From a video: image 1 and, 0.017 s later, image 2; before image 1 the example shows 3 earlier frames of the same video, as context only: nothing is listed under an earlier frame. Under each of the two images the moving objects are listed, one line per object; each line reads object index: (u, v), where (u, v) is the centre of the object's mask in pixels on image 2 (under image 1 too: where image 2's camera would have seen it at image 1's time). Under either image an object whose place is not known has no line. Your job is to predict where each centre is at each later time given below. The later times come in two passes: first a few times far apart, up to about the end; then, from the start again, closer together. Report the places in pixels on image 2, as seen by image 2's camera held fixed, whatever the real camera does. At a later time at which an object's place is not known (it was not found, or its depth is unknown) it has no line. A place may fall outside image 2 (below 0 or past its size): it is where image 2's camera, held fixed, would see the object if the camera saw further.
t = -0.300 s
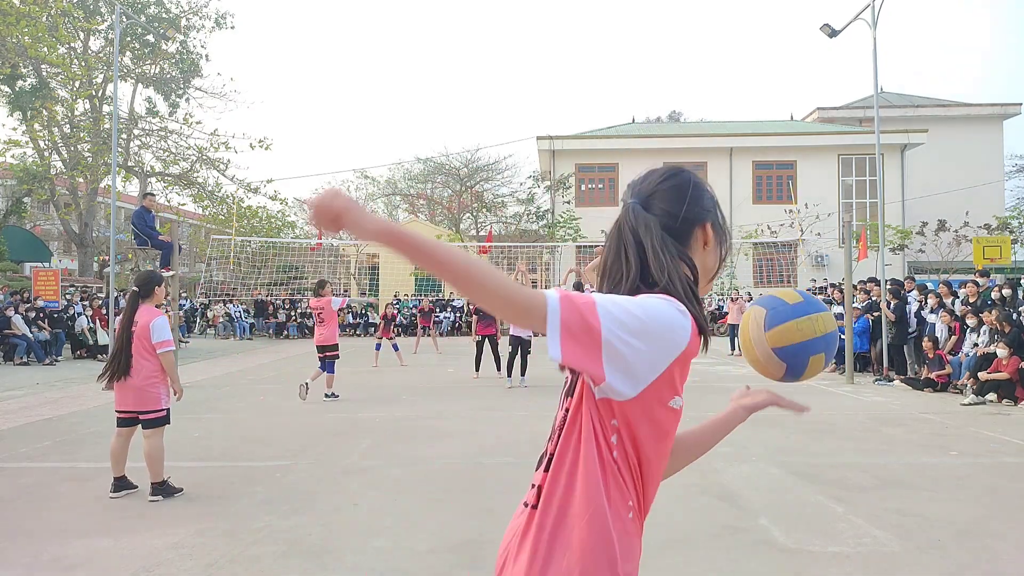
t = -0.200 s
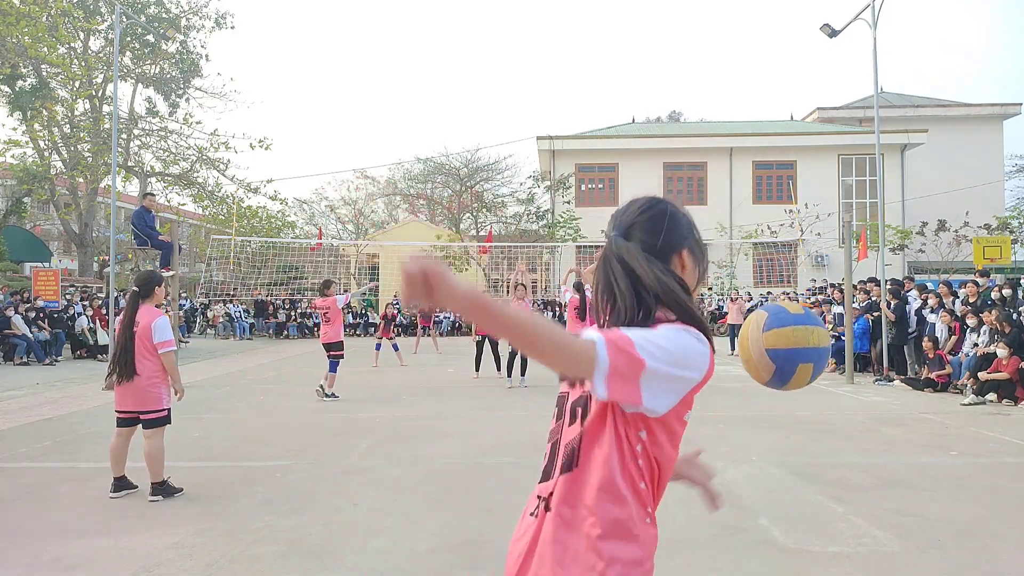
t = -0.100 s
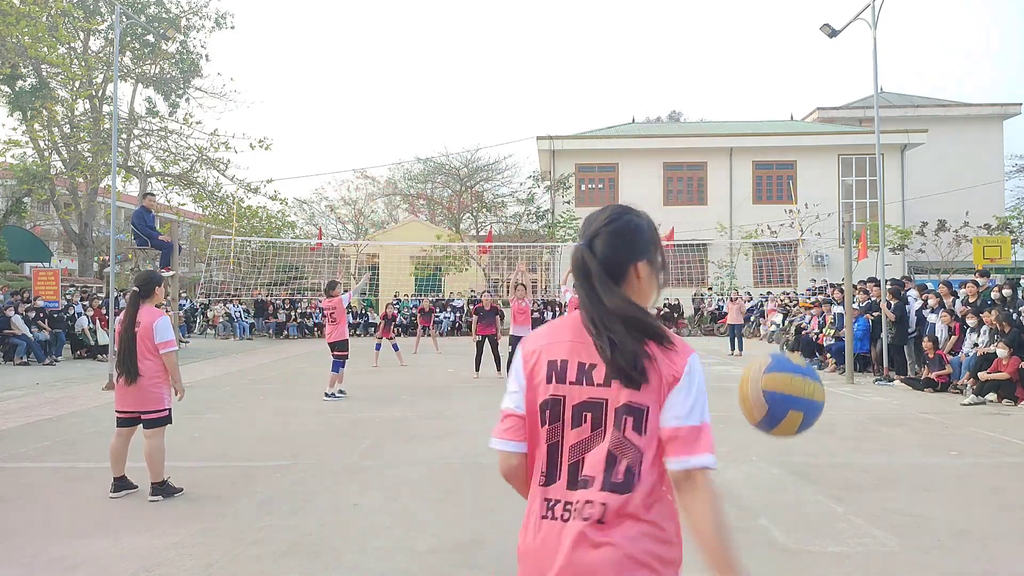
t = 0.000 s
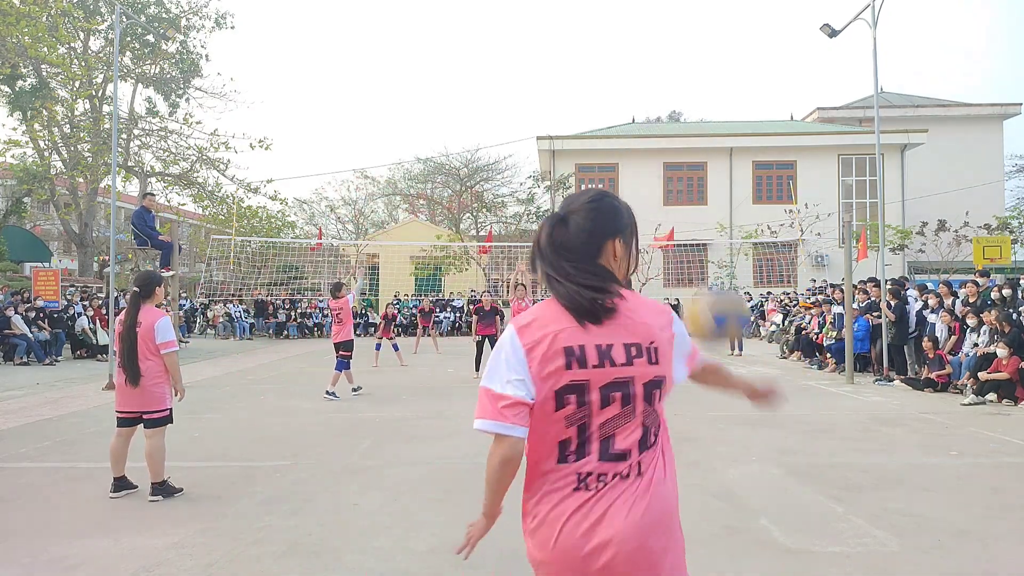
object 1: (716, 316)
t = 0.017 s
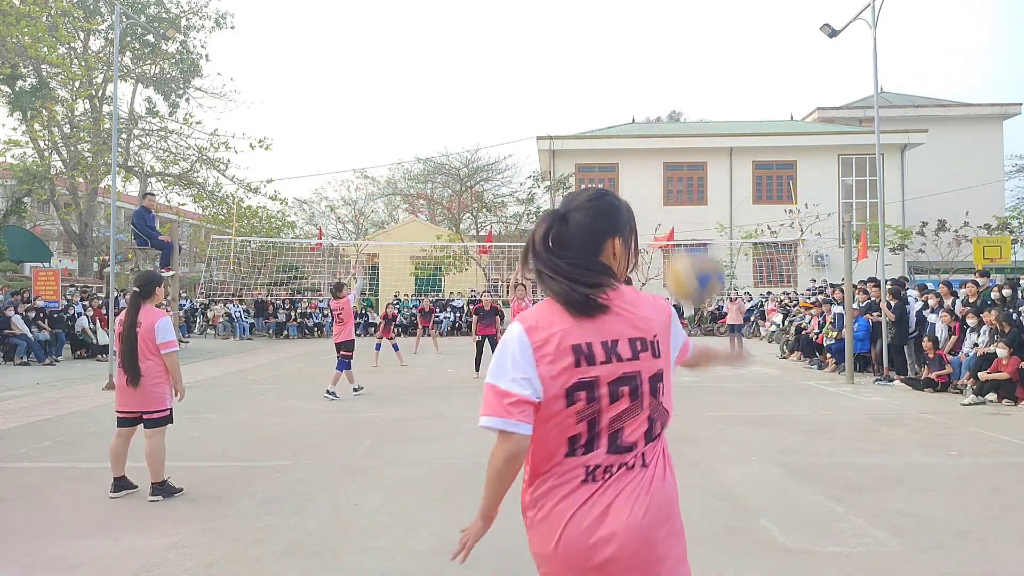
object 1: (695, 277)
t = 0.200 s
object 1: (572, 81)
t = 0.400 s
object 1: (523, 36)
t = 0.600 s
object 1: (498, 43)
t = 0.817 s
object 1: (478, 79)
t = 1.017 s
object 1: (466, 125)
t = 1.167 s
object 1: (460, 164)
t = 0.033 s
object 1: (678, 243)
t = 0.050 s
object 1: (661, 216)
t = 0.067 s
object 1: (646, 190)
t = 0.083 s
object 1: (633, 170)
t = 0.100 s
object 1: (622, 152)
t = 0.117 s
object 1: (613, 137)
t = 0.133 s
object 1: (603, 123)
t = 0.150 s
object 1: (594, 110)
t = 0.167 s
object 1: (586, 99)
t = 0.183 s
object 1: (579, 90)
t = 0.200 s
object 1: (572, 81)
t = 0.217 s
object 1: (566, 74)
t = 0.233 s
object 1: (560, 68)
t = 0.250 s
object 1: (555, 62)
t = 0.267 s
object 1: (551, 57)
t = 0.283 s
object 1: (546, 53)
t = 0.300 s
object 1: (542, 49)
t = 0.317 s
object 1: (538, 46)
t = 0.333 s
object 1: (535, 43)
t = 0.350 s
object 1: (532, 41)
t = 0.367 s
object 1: (529, 39)
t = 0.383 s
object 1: (526, 38)
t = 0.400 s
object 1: (523, 36)
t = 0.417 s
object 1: (520, 35)
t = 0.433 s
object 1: (518, 35)
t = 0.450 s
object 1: (516, 35)
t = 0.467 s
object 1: (513, 35)
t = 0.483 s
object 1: (511, 35)
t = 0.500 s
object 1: (509, 36)
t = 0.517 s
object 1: (507, 36)
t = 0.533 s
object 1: (505, 37)
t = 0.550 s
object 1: (503, 39)
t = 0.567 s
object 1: (501, 40)
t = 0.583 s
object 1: (500, 41)
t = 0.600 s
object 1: (498, 43)
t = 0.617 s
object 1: (496, 45)
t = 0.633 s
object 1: (494, 47)
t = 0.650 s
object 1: (493, 49)
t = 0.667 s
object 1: (491, 51)
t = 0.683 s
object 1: (490, 54)
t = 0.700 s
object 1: (488, 57)
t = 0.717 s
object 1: (486, 59)
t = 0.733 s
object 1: (485, 62)
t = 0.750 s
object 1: (484, 65)
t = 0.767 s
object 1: (482, 68)
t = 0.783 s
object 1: (481, 72)
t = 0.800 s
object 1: (479, 75)
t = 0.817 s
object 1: (478, 79)
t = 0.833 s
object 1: (477, 82)
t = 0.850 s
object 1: (476, 86)
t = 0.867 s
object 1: (475, 90)
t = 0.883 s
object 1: (473, 93)
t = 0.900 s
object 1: (472, 97)
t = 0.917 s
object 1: (471, 101)
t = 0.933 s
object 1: (470, 105)
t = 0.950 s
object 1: (469, 109)
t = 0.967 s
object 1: (469, 113)
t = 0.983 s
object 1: (468, 117)
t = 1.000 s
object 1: (467, 122)
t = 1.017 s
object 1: (466, 125)
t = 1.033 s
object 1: (466, 130)
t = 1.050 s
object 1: (465, 134)
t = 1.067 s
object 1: (464, 138)
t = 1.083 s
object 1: (463, 142)
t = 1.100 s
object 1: (463, 147)
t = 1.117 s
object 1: (462, 151)
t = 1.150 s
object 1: (461, 159)
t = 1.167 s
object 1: (460, 164)
